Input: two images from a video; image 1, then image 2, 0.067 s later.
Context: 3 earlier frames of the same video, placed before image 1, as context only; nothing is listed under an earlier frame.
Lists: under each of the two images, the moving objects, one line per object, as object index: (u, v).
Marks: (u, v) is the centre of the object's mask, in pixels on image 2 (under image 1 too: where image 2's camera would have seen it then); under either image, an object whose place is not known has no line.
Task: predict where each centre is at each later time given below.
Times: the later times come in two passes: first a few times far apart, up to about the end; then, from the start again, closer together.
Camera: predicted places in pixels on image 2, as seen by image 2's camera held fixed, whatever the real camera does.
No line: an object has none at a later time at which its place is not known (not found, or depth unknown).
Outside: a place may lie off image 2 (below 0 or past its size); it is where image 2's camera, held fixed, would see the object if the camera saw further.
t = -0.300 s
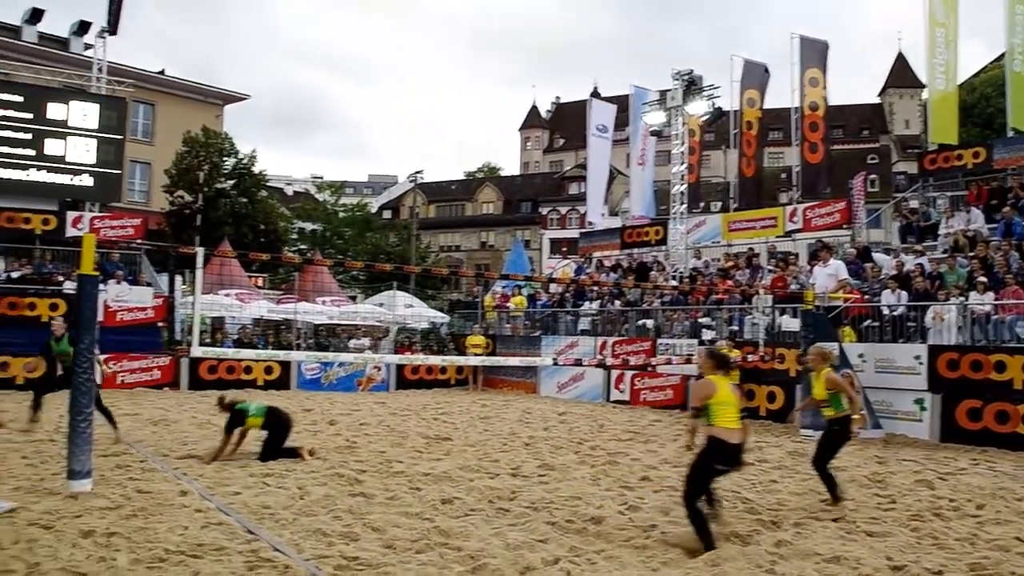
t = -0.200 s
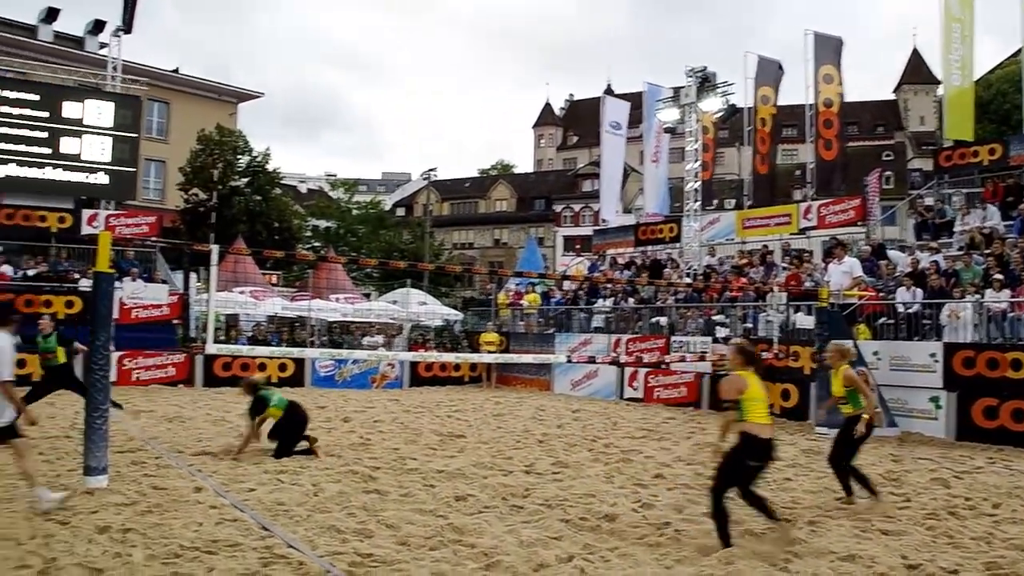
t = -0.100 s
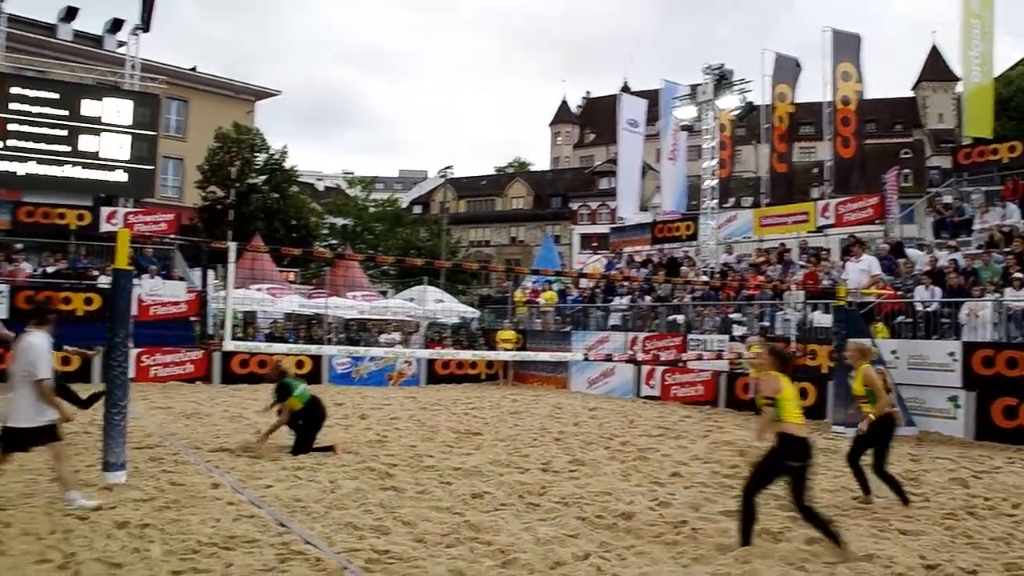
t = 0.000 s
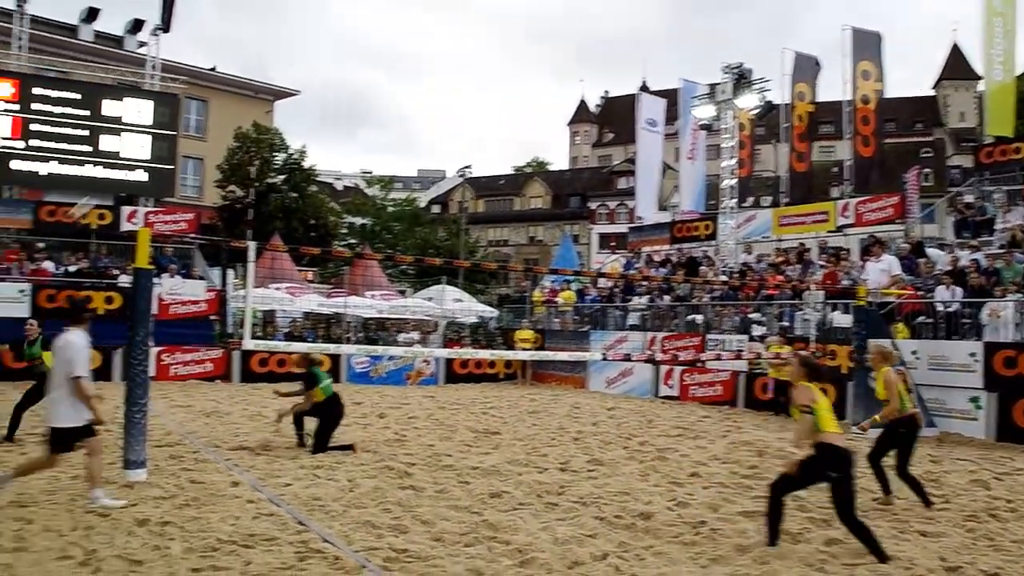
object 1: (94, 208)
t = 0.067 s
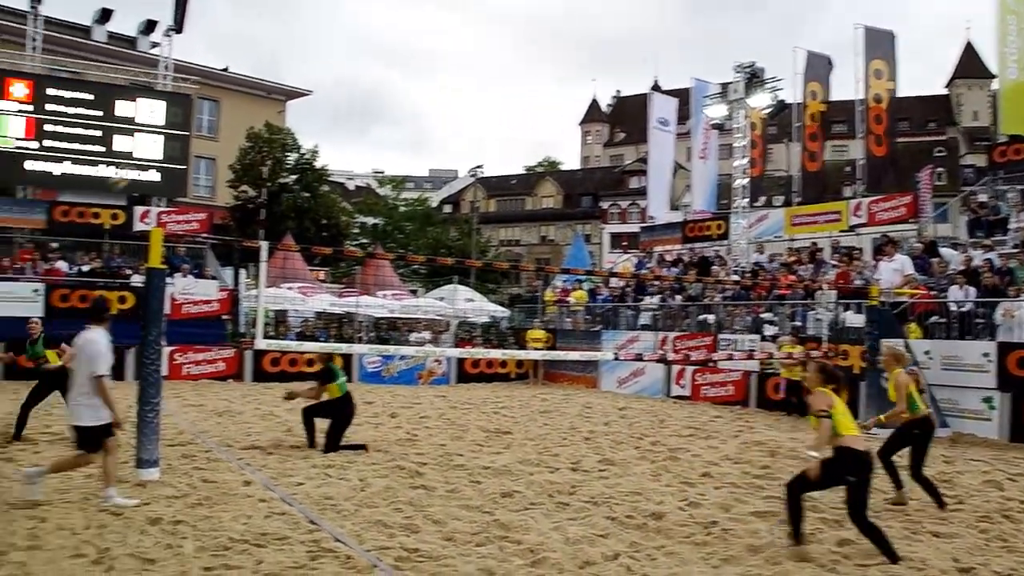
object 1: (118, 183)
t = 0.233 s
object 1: (187, 98)
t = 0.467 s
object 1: (296, 35)
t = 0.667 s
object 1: (396, 14)
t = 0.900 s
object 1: (521, 45)
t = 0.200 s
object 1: (179, 113)
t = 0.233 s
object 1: (187, 98)
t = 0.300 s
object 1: (218, 78)
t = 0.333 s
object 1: (234, 69)
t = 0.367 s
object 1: (250, 59)
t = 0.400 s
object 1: (264, 50)
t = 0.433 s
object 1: (281, 42)
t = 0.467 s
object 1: (296, 35)
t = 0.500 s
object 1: (313, 29)
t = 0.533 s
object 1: (328, 25)
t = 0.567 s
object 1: (346, 20)
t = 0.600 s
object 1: (362, 17)
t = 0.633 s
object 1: (378, 15)
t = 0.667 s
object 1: (396, 14)
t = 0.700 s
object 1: (412, 15)
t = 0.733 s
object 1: (430, 16)
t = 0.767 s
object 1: (448, 19)
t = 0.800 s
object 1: (467, 23)
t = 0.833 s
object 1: (484, 28)
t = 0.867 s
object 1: (502, 36)
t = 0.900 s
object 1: (521, 45)
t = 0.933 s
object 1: (538, 54)
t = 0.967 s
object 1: (557, 65)
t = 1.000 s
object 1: (574, 77)
